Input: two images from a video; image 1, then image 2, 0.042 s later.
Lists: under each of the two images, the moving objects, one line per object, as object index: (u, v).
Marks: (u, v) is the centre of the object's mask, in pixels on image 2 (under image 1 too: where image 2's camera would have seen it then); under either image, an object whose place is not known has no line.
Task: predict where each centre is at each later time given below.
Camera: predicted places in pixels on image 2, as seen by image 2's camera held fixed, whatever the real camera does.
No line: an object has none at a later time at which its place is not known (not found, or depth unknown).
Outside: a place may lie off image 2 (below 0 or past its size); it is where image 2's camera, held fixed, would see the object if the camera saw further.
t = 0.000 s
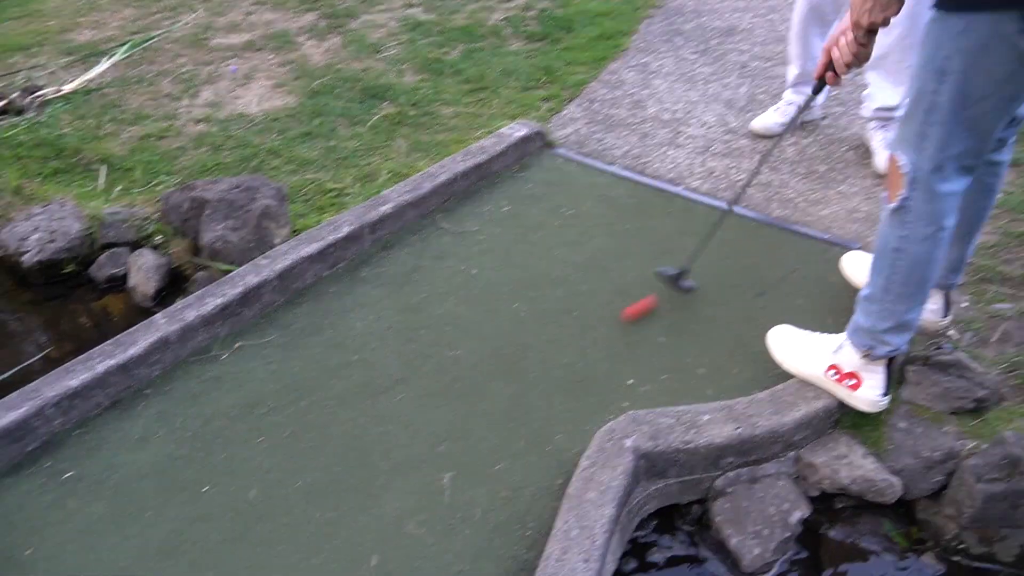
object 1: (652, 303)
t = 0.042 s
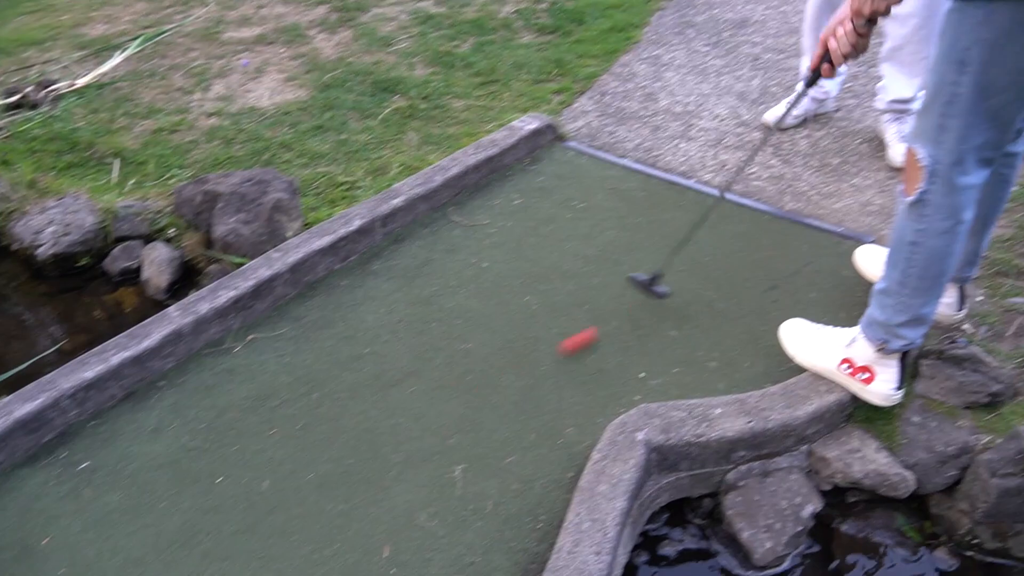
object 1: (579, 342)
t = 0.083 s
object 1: (500, 384)
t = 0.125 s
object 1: (415, 431)
